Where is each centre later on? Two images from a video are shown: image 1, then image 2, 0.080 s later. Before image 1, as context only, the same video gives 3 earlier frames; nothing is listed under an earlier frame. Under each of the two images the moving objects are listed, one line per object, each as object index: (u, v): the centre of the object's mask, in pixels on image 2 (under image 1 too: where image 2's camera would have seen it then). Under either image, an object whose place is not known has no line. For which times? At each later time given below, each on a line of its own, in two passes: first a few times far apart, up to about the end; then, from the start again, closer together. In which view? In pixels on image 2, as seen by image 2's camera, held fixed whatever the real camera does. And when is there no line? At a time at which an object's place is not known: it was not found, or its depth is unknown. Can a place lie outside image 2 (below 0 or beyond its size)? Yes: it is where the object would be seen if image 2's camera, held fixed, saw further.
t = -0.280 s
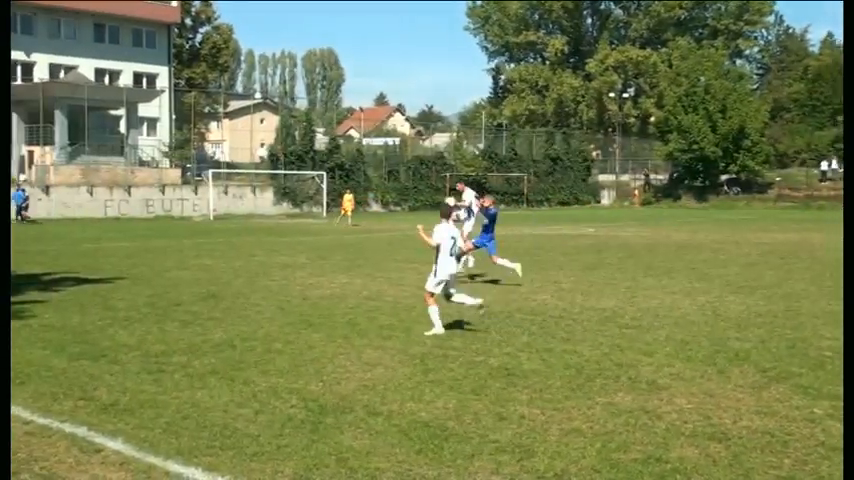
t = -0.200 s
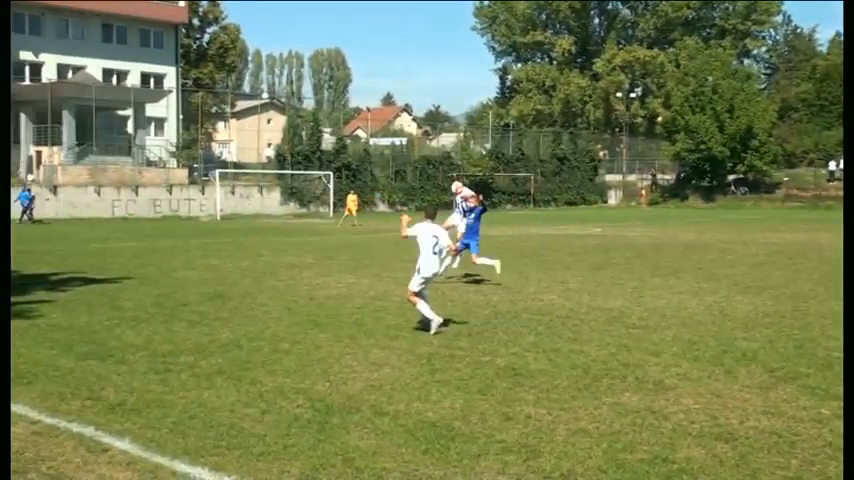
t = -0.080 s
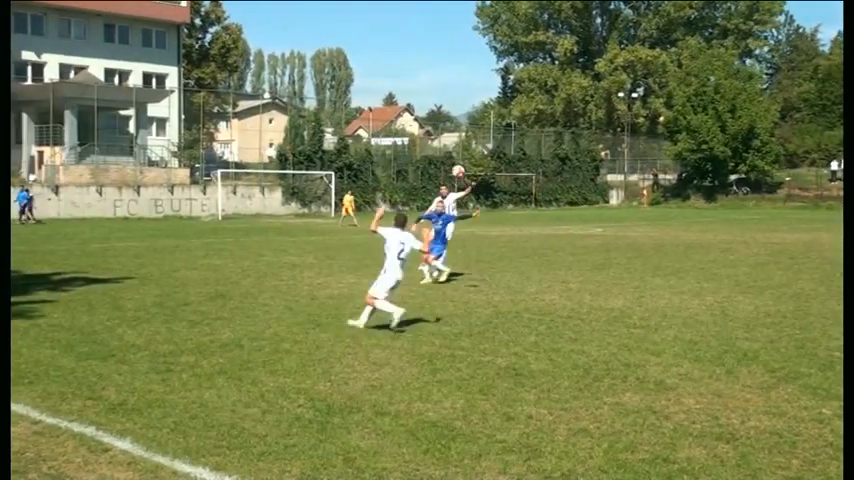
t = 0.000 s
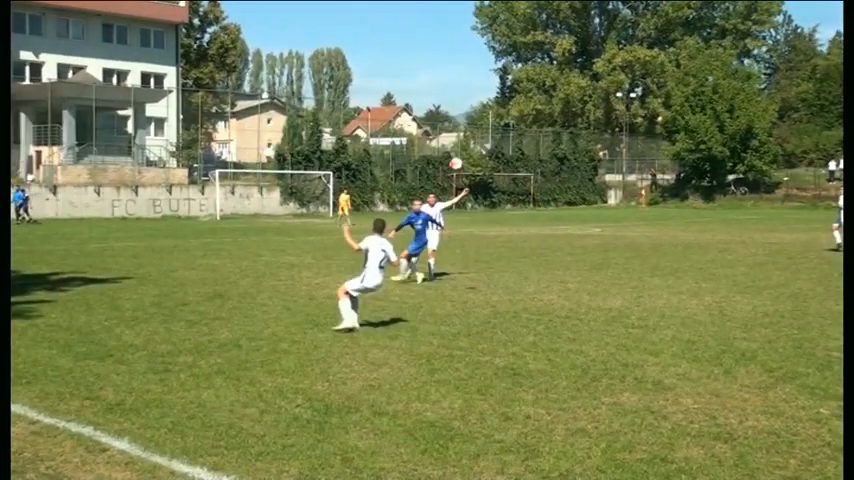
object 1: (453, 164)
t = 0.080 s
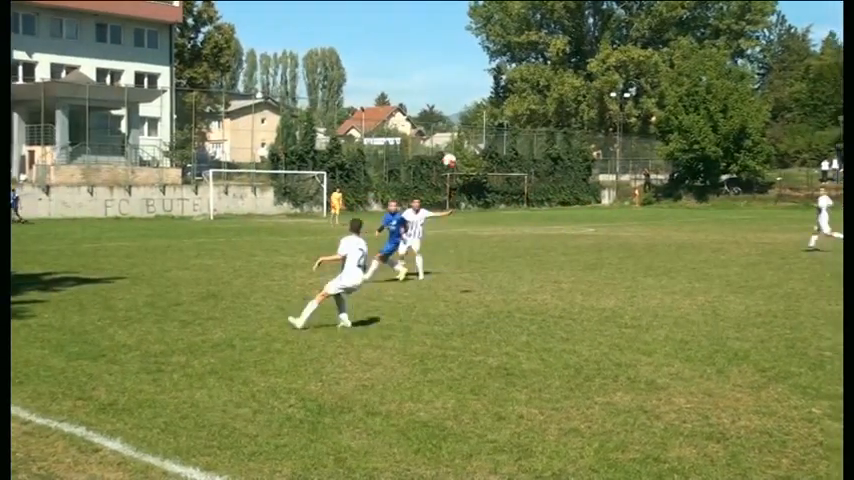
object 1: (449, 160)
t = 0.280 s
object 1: (448, 170)
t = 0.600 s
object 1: (442, 254)
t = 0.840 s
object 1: (437, 304)
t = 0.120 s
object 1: (447, 159)
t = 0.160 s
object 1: (447, 160)
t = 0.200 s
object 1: (447, 162)
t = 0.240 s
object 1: (448, 166)
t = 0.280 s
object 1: (448, 170)
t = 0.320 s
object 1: (447, 175)
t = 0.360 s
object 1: (447, 181)
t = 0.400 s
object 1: (446, 189)
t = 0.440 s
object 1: (445, 199)
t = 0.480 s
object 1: (444, 210)
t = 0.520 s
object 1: (444, 223)
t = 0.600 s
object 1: (442, 254)
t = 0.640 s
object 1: (442, 272)
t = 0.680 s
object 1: (442, 292)
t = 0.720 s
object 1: (441, 315)
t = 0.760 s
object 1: (439, 338)
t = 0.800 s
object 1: (439, 321)
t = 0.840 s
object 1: (437, 304)
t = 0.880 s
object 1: (436, 289)
